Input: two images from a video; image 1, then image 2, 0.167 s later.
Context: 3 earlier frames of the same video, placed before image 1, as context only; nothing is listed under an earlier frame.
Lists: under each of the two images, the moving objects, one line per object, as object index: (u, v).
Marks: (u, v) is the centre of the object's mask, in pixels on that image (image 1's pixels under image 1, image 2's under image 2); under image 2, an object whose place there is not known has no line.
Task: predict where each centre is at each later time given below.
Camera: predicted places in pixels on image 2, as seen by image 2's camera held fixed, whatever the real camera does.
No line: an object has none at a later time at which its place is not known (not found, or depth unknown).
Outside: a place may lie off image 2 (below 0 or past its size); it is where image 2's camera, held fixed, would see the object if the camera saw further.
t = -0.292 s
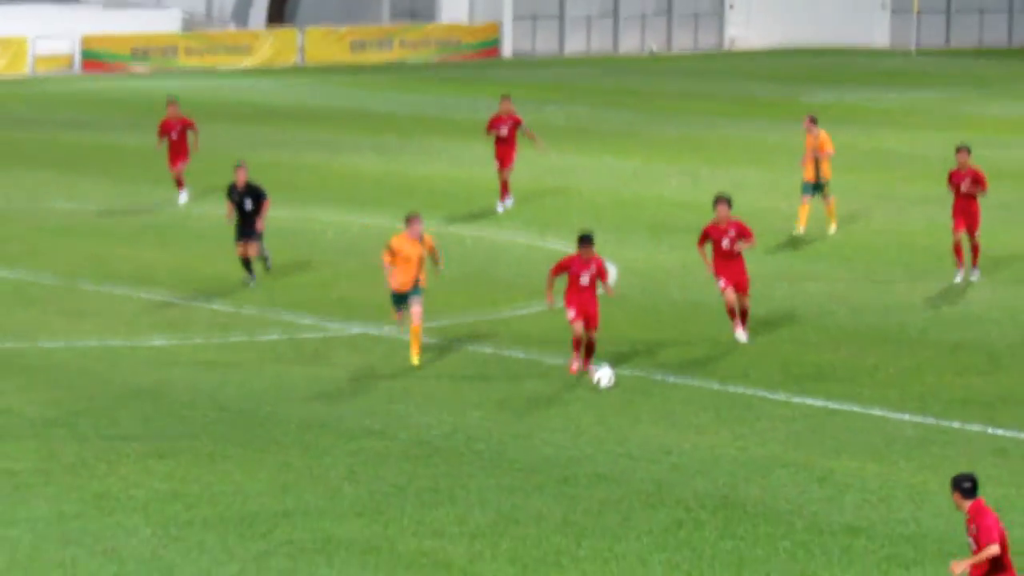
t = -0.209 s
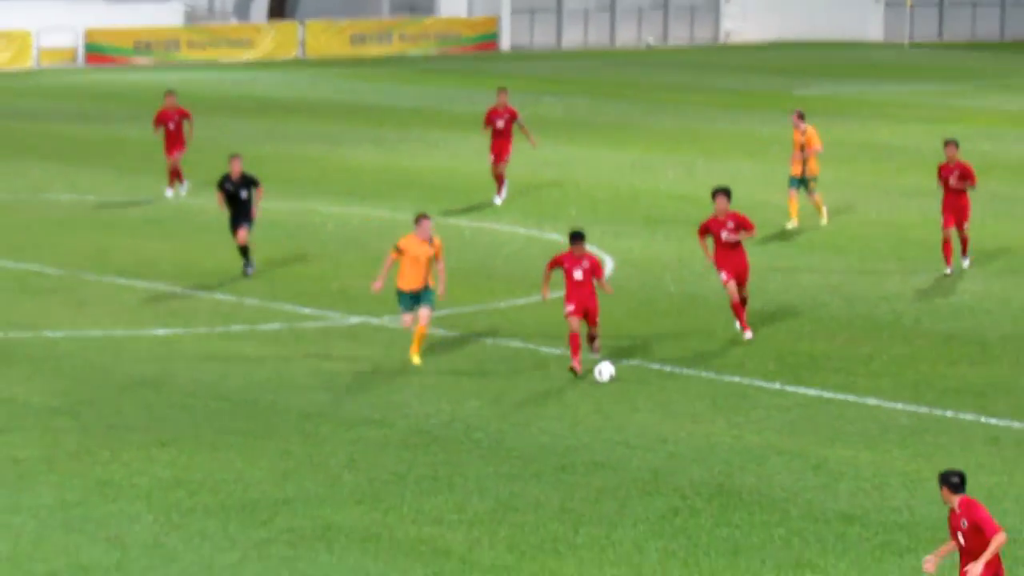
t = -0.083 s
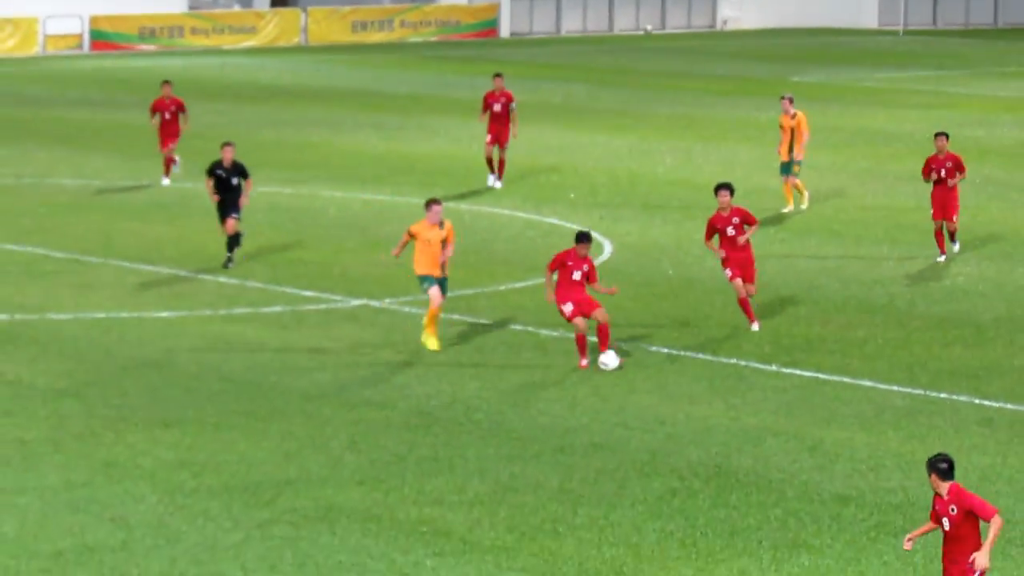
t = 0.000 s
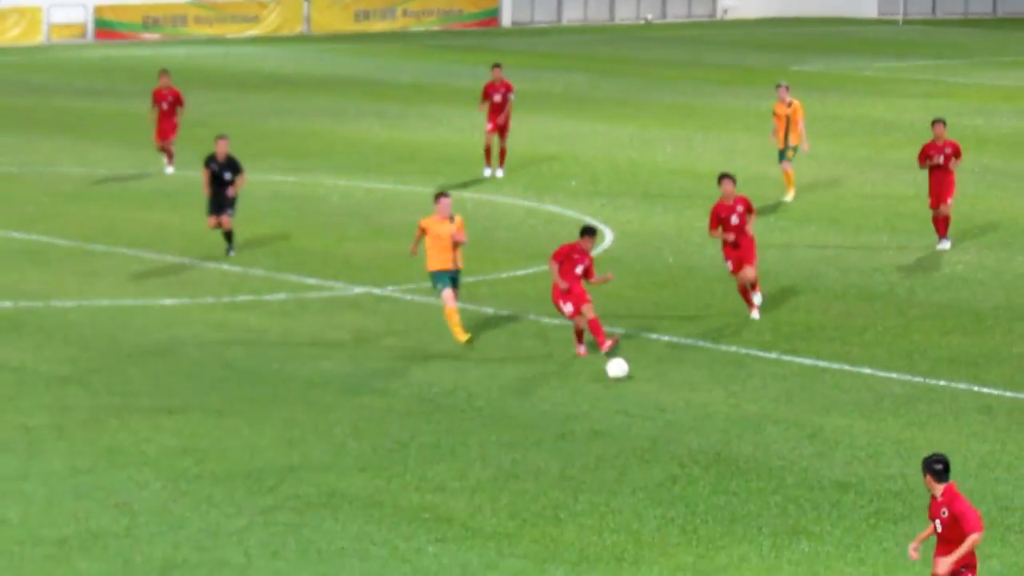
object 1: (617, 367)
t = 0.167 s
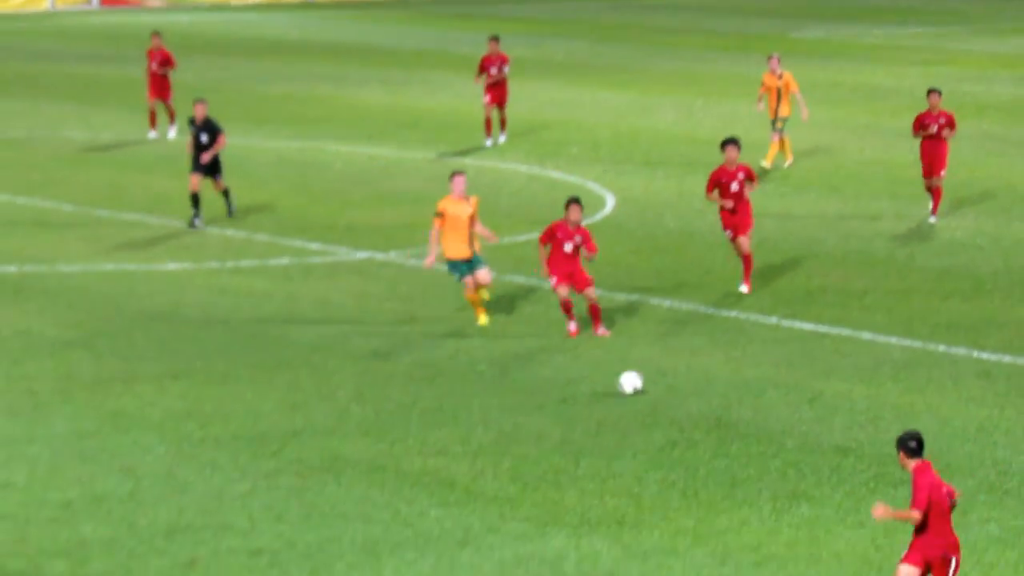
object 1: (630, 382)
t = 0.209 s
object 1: (632, 394)
